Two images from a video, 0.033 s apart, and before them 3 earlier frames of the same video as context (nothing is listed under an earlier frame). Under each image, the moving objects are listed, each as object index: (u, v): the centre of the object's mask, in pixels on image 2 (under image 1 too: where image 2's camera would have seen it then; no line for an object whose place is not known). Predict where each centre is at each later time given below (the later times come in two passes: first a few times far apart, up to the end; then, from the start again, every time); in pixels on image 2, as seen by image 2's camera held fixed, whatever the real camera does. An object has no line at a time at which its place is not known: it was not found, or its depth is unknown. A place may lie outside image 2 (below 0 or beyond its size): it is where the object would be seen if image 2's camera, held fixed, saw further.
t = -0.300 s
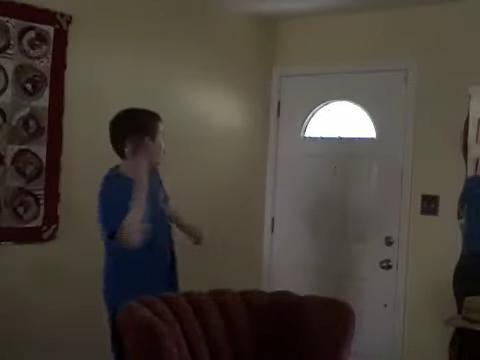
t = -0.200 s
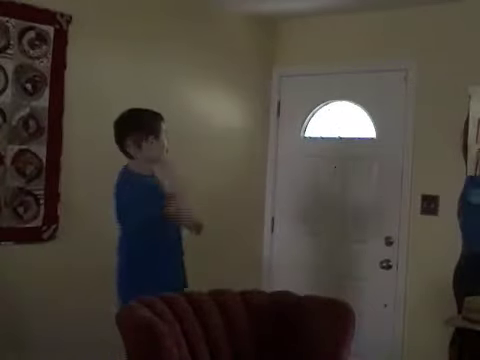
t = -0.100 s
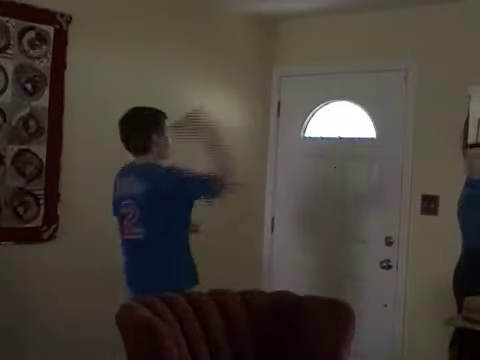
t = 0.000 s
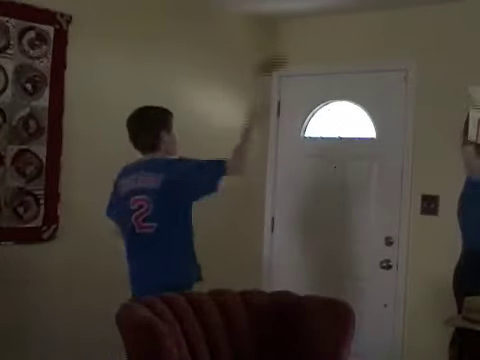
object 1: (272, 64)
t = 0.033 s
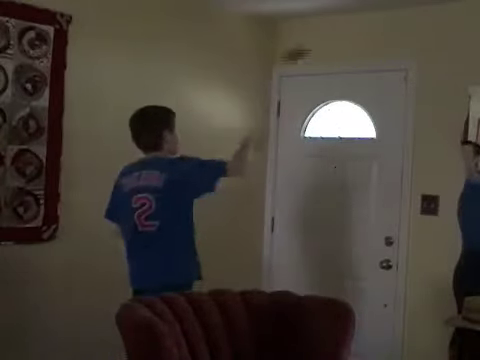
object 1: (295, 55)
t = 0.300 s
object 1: (334, 33)
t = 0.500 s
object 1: (278, 79)
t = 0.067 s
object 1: (314, 46)
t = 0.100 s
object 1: (334, 40)
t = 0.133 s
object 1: (351, 37)
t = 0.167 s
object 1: (366, 36)
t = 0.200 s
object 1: (362, 33)
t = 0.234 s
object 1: (352, 31)
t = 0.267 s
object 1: (344, 31)
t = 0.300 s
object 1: (334, 33)
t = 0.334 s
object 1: (325, 36)
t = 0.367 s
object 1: (315, 41)
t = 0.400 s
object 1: (306, 47)
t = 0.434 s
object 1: (296, 56)
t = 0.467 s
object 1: (287, 68)
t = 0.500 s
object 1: (278, 79)
